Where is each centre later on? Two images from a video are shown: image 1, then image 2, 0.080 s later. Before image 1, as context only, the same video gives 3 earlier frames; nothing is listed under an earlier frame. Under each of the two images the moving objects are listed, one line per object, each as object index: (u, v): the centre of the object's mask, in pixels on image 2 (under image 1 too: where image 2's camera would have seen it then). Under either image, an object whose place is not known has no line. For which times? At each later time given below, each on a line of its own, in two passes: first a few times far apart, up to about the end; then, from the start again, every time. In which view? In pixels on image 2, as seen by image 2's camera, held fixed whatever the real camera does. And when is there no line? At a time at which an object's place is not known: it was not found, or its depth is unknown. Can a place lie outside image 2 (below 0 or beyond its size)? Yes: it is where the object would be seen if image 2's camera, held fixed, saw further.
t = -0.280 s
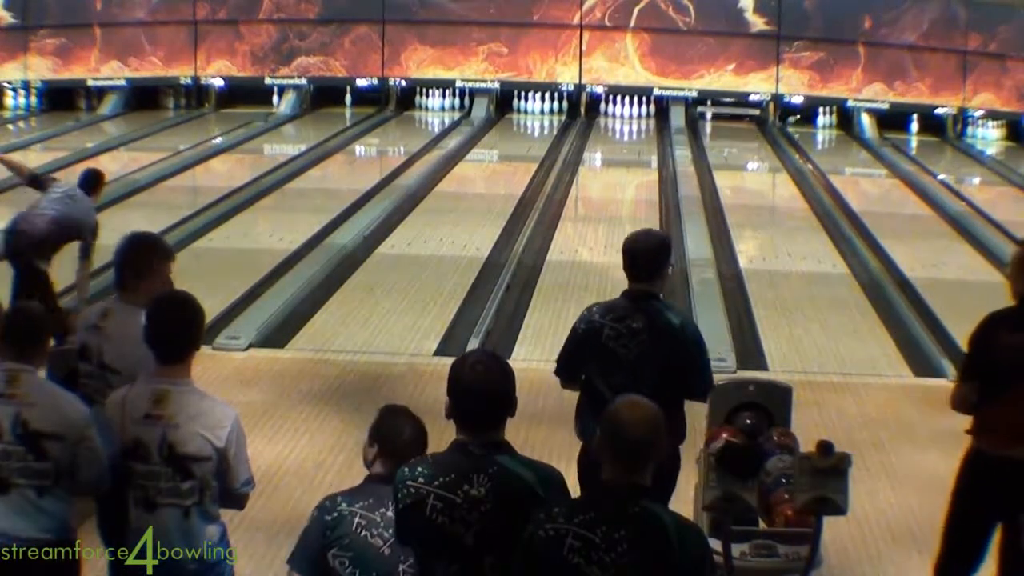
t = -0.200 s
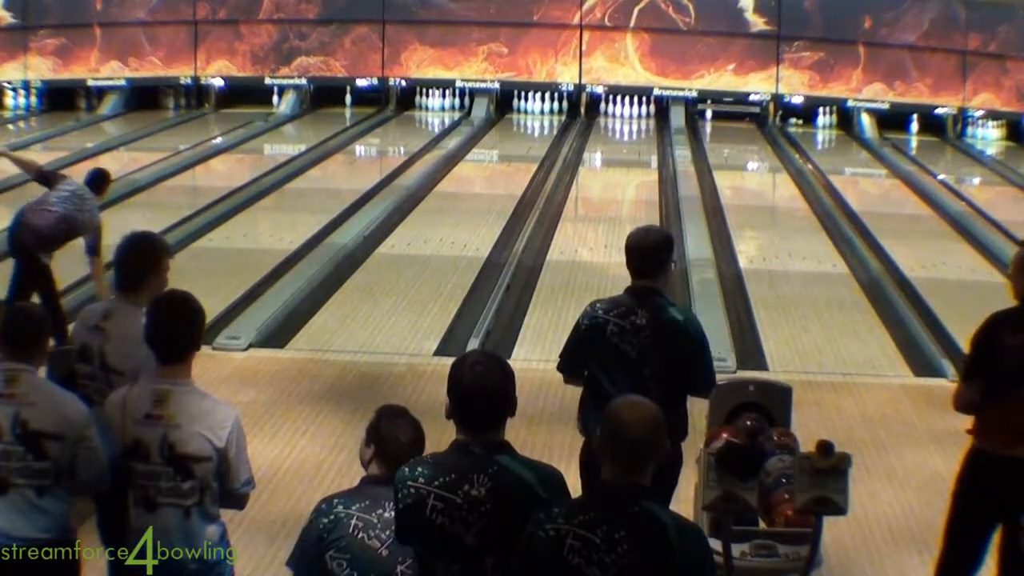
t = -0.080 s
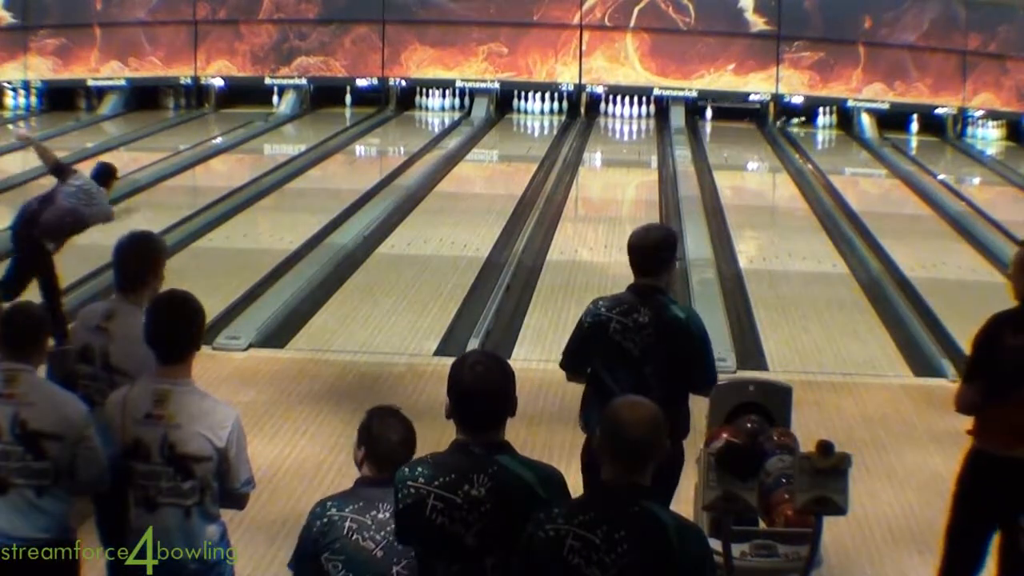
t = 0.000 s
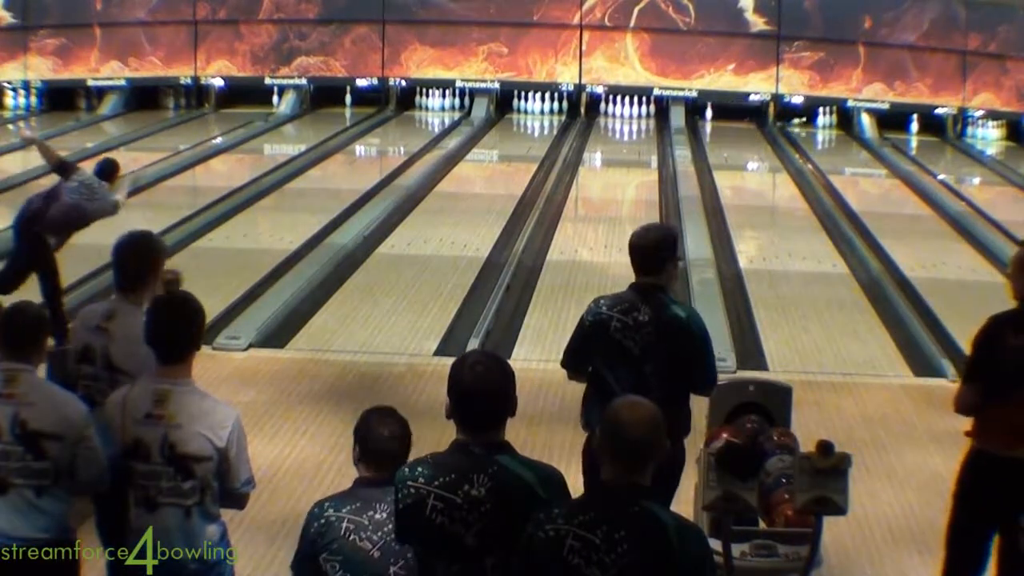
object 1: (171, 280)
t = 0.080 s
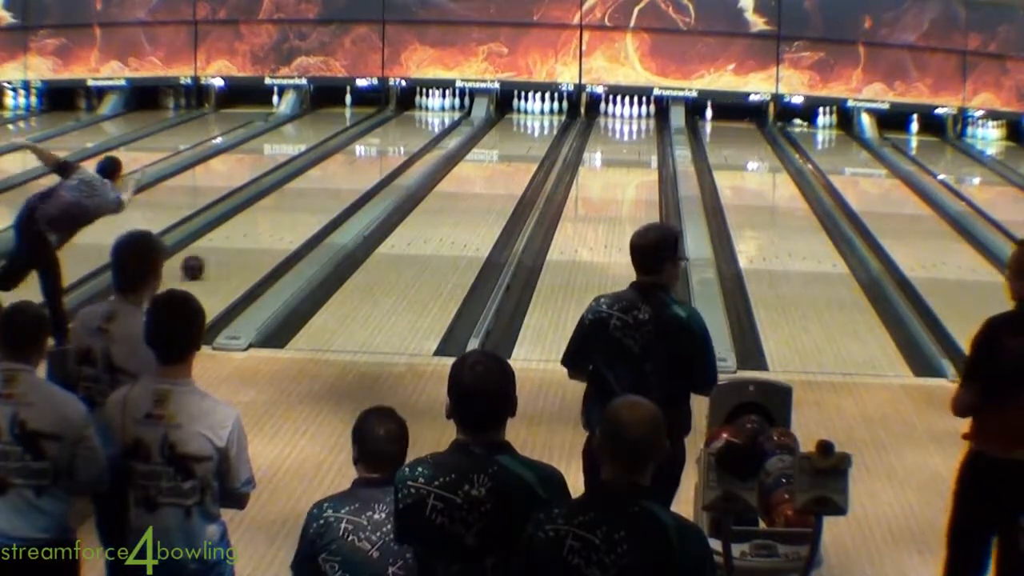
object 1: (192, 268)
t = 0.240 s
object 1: (234, 242)
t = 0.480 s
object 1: (284, 212)
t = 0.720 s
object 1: (325, 187)
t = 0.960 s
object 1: (358, 167)
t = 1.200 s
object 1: (385, 151)
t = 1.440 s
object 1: (406, 137)
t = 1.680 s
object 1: (423, 126)
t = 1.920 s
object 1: (434, 116)
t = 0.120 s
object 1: (203, 260)
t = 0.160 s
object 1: (214, 254)
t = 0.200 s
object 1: (224, 248)
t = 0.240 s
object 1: (234, 242)
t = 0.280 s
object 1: (243, 236)
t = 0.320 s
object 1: (252, 231)
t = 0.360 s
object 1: (260, 226)
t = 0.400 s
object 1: (269, 221)
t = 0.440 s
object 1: (277, 216)
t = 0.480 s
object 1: (284, 212)
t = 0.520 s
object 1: (292, 207)
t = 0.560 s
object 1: (298, 203)
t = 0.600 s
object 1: (306, 199)
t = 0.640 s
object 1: (312, 195)
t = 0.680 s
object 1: (319, 191)
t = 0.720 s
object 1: (325, 187)
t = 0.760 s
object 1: (331, 184)
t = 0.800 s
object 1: (337, 181)
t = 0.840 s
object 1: (342, 177)
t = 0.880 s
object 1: (347, 174)
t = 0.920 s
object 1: (353, 171)
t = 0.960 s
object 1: (358, 167)
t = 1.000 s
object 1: (362, 164)
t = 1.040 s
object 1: (367, 162)
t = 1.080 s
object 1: (372, 159)
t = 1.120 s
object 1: (376, 156)
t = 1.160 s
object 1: (381, 154)
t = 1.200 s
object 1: (385, 151)
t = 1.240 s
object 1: (388, 149)
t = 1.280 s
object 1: (393, 146)
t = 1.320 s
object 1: (396, 144)
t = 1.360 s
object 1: (400, 142)
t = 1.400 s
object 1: (403, 139)
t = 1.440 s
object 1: (406, 137)
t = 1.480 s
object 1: (410, 135)
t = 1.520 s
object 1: (413, 133)
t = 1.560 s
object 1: (416, 131)
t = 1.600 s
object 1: (419, 129)
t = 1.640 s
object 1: (421, 127)
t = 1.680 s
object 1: (423, 126)
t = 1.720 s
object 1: (425, 124)
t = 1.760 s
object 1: (427, 122)
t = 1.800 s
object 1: (429, 120)
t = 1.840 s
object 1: (430, 119)
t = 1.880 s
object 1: (432, 117)
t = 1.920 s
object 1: (434, 116)
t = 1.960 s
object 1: (435, 114)
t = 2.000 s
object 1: (436, 113)
